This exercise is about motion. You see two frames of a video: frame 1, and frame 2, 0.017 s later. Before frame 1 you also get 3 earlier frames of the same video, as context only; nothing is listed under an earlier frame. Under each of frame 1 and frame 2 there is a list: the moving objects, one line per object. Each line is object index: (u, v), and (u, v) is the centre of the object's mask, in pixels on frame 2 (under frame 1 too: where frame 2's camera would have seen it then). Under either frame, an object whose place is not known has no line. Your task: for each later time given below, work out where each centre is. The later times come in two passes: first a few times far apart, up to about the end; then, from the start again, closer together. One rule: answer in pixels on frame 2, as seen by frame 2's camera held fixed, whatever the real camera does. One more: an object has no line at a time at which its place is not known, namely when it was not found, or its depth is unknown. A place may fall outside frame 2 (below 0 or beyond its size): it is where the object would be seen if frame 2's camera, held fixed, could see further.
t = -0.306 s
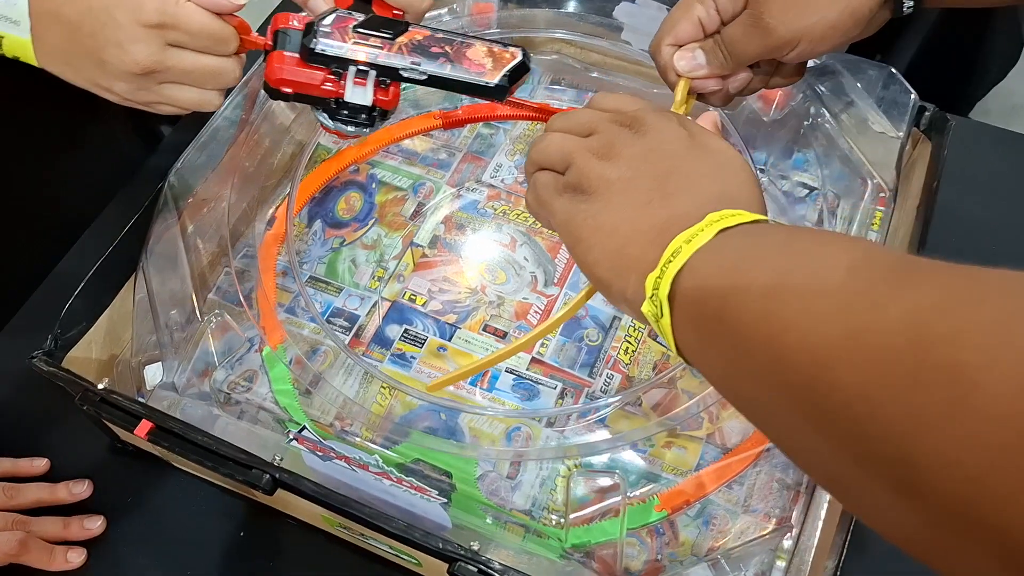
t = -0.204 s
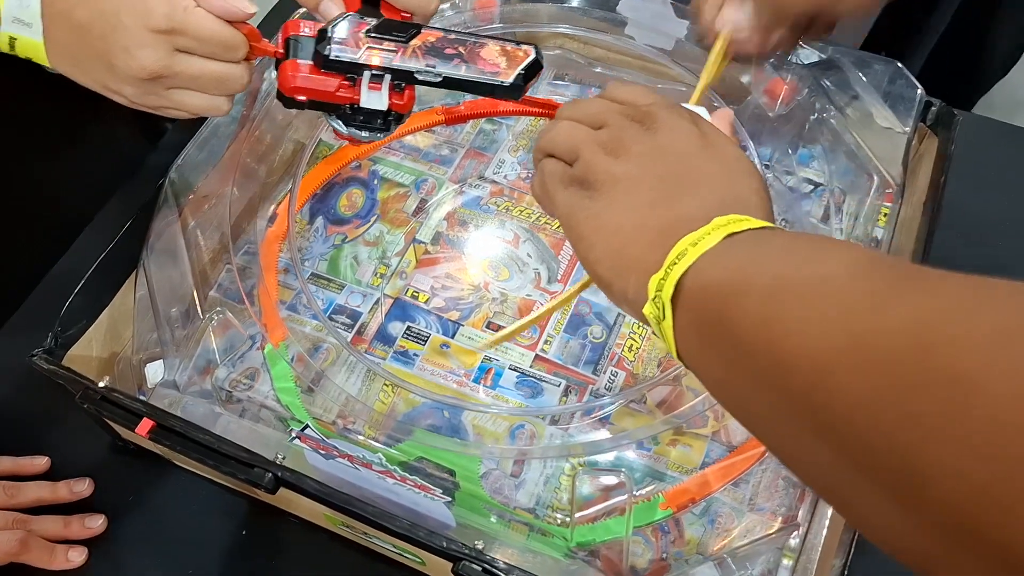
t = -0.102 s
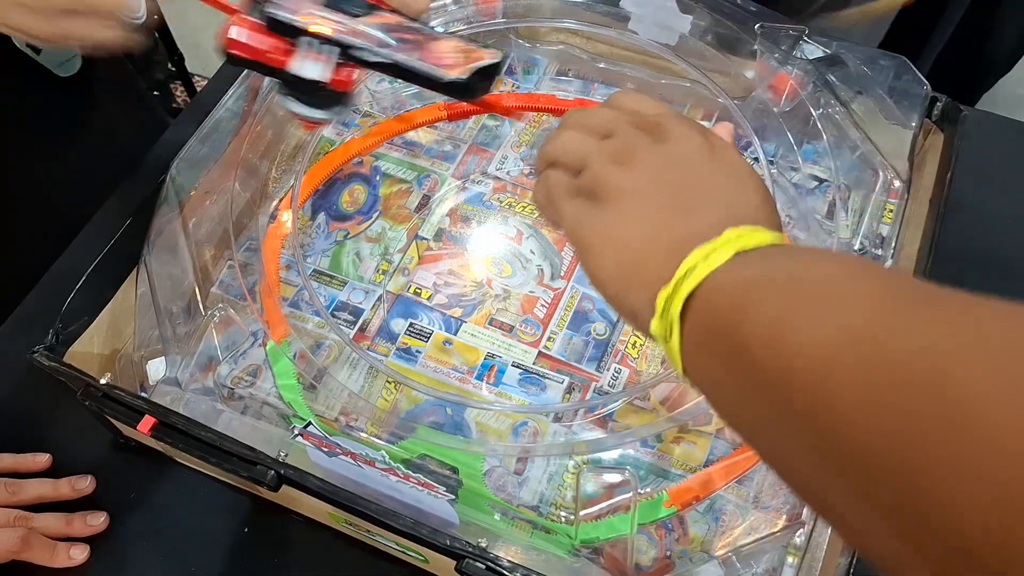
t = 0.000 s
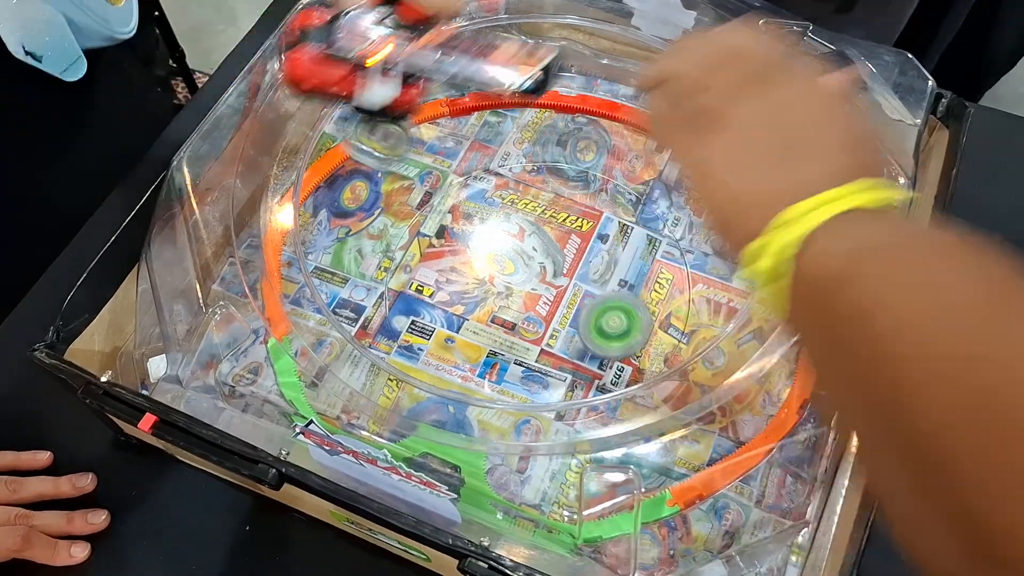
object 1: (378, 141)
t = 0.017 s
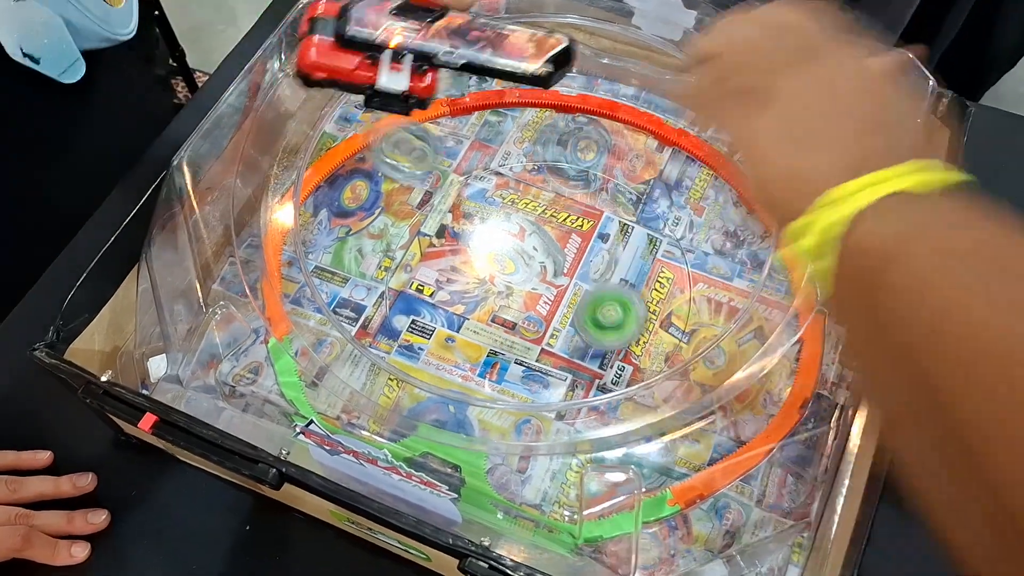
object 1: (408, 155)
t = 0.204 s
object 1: (663, 224)
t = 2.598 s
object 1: (667, 262)
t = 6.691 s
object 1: (578, 164)
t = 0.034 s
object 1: (434, 172)
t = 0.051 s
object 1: (458, 191)
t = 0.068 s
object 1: (483, 209)
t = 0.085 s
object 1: (507, 211)
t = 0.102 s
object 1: (530, 211)
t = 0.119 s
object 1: (552, 213)
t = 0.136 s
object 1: (574, 216)
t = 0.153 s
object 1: (599, 220)
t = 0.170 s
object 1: (619, 220)
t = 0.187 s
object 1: (642, 225)
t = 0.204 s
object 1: (663, 224)
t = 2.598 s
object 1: (667, 262)
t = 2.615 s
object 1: (664, 256)
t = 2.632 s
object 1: (660, 248)
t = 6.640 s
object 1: (622, 178)
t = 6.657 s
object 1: (609, 171)
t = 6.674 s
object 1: (593, 166)
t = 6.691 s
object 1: (578, 164)
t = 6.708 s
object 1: (563, 159)
